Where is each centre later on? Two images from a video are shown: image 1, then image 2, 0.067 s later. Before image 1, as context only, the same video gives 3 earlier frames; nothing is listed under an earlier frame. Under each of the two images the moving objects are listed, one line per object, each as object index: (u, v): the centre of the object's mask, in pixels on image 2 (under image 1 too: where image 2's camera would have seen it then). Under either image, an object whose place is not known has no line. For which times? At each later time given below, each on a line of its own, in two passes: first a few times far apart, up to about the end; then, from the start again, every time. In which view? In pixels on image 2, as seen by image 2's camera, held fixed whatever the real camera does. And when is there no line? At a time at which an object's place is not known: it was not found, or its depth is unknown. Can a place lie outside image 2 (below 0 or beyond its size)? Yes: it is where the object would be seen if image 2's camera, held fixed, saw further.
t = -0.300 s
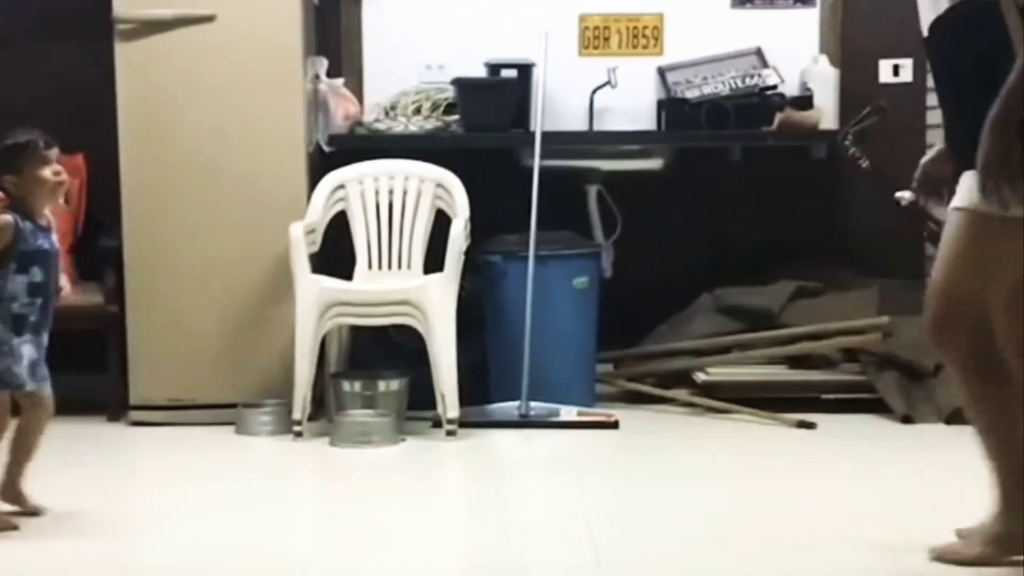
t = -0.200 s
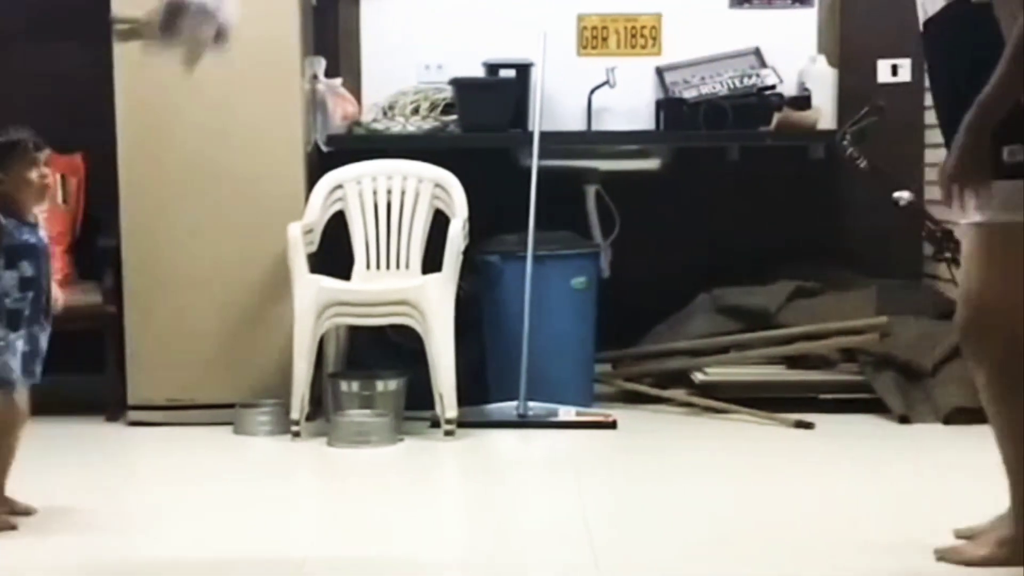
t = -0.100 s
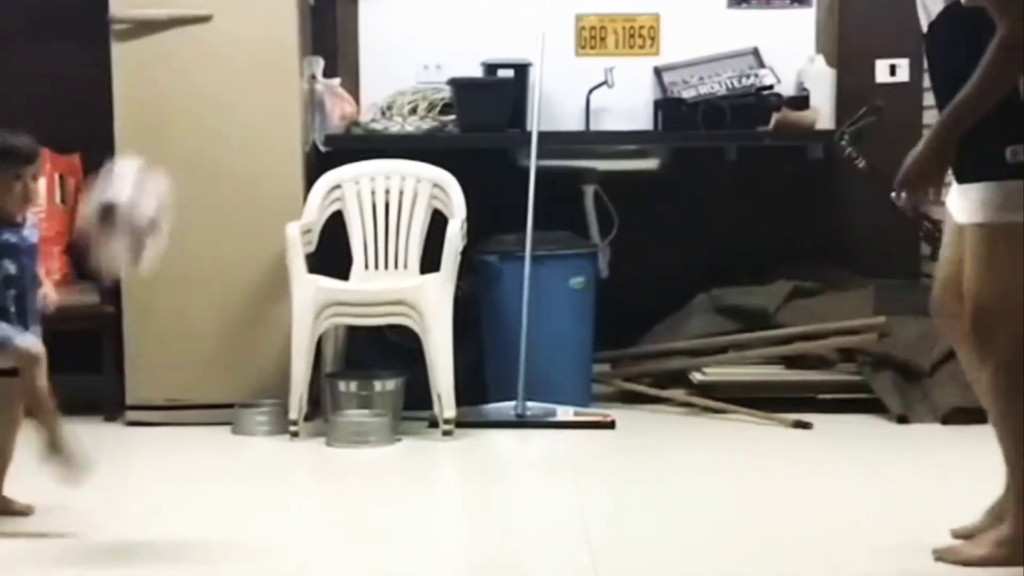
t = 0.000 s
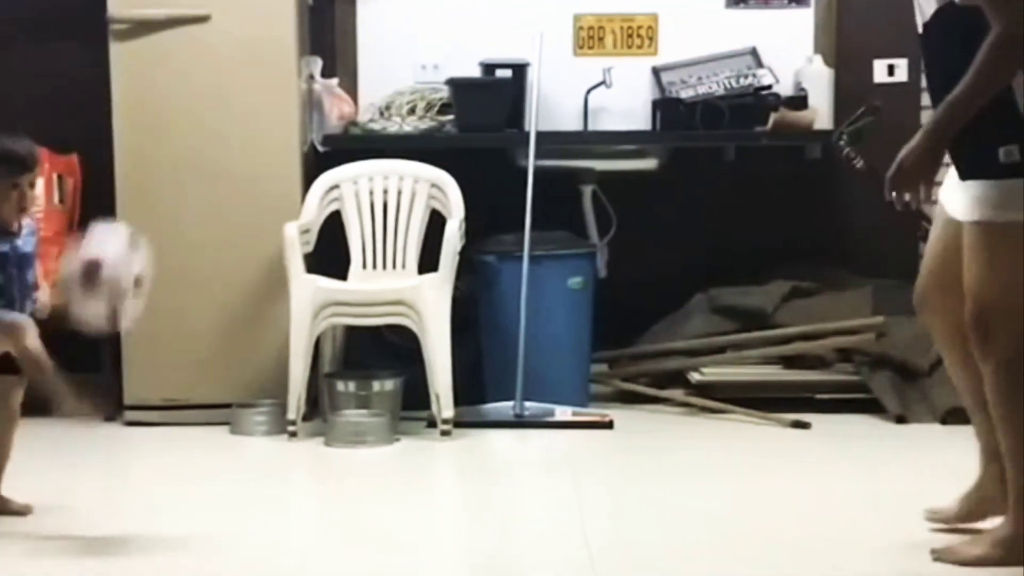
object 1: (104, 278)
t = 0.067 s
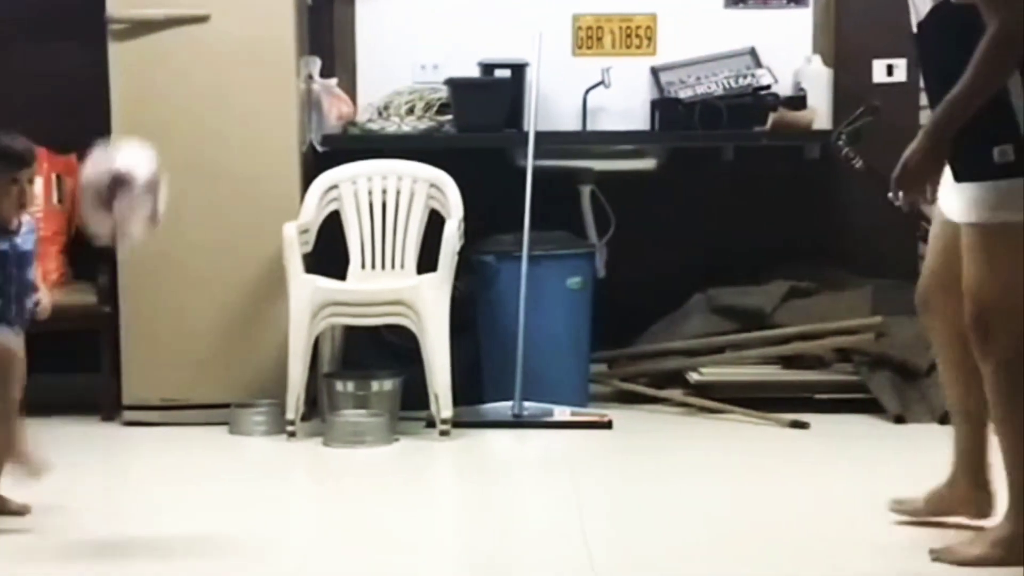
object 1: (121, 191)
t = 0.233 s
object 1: (165, 55)
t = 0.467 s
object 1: (226, 61)
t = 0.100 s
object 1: (128, 155)
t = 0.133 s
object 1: (135, 122)
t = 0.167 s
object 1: (145, 95)
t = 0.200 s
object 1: (154, 73)
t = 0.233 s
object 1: (165, 55)
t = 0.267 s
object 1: (174, 43)
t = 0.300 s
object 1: (182, 39)
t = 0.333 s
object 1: (192, 36)
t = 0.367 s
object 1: (199, 37)
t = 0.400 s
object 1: (206, 38)
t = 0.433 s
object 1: (216, 46)
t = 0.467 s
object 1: (226, 61)
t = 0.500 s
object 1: (242, 99)
